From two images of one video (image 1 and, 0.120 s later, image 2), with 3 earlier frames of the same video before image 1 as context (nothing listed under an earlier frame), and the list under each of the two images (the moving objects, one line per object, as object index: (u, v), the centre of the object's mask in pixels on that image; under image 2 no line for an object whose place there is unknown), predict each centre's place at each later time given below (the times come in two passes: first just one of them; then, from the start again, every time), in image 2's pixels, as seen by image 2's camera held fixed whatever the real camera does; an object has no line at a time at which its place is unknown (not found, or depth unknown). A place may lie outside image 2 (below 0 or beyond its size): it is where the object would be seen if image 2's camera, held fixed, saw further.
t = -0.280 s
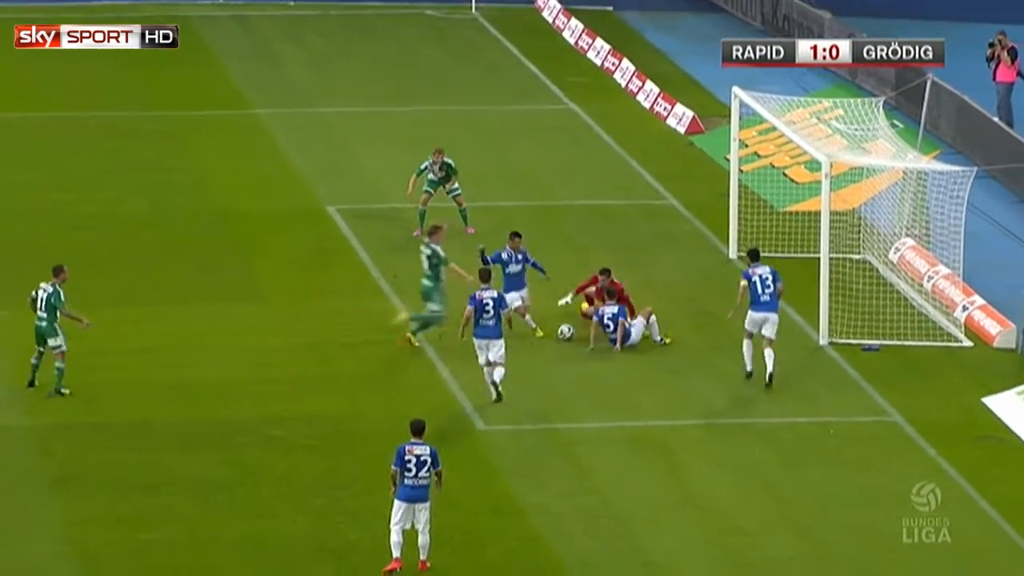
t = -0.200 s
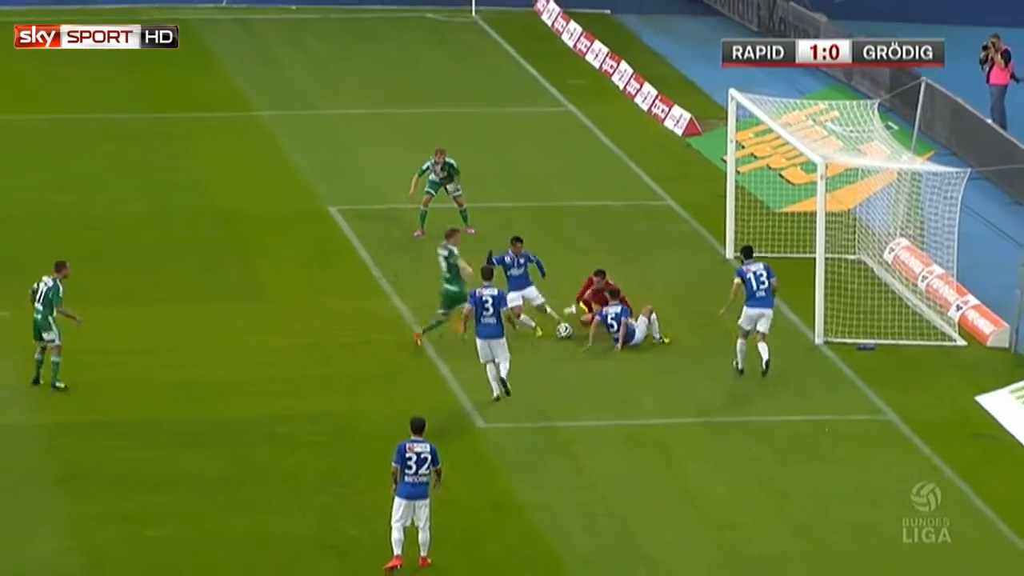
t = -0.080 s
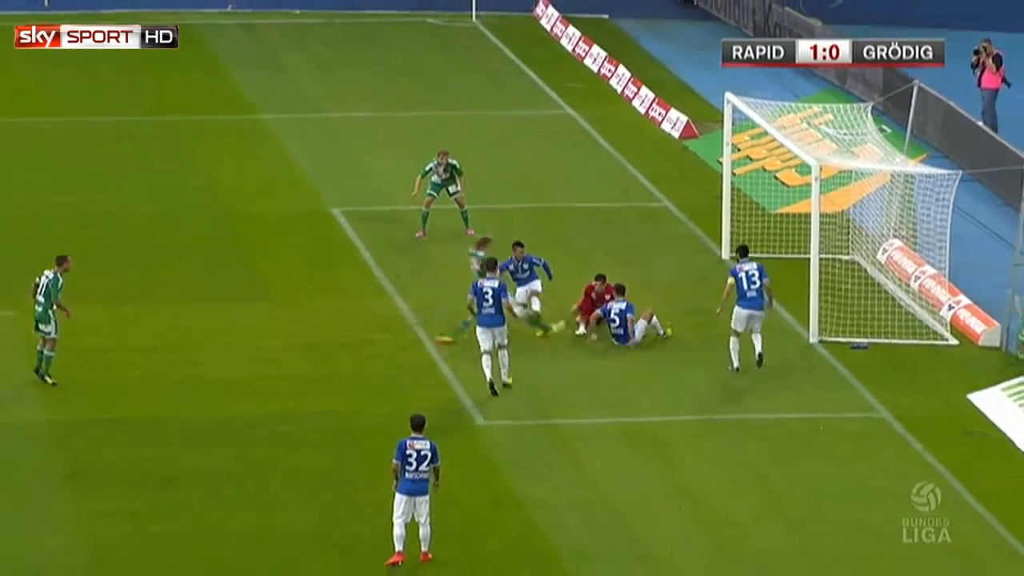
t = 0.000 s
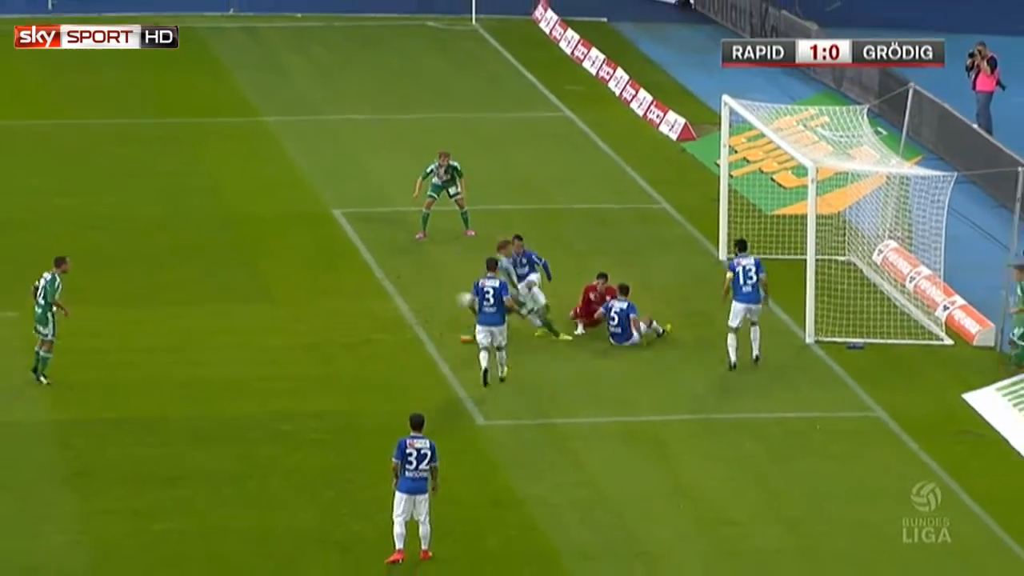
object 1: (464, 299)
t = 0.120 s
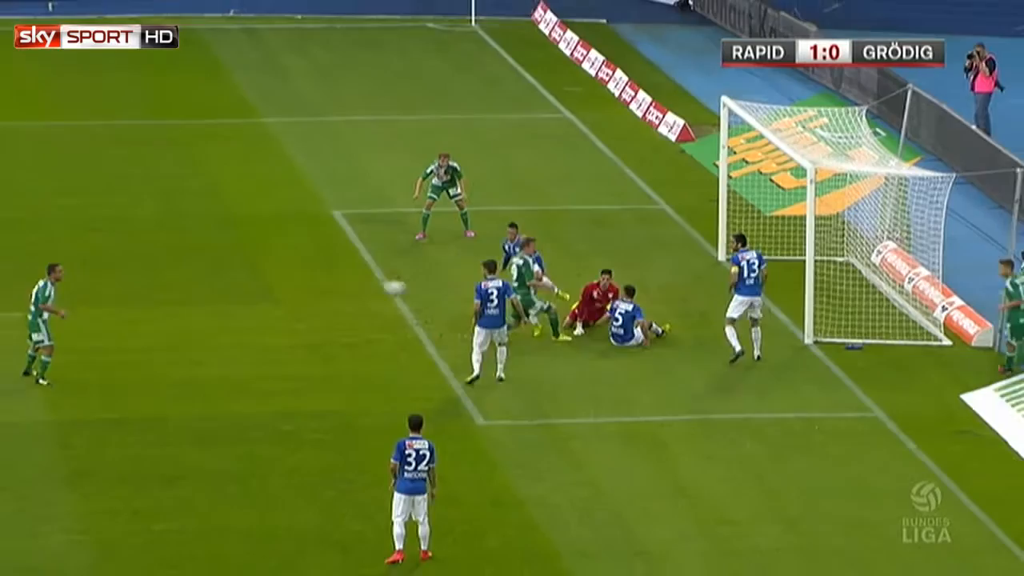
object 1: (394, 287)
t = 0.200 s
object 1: (344, 283)
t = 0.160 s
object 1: (369, 285)
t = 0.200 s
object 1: (344, 283)
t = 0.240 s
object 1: (318, 283)
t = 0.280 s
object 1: (292, 284)
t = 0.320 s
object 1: (265, 285)
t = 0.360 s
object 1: (237, 287)
